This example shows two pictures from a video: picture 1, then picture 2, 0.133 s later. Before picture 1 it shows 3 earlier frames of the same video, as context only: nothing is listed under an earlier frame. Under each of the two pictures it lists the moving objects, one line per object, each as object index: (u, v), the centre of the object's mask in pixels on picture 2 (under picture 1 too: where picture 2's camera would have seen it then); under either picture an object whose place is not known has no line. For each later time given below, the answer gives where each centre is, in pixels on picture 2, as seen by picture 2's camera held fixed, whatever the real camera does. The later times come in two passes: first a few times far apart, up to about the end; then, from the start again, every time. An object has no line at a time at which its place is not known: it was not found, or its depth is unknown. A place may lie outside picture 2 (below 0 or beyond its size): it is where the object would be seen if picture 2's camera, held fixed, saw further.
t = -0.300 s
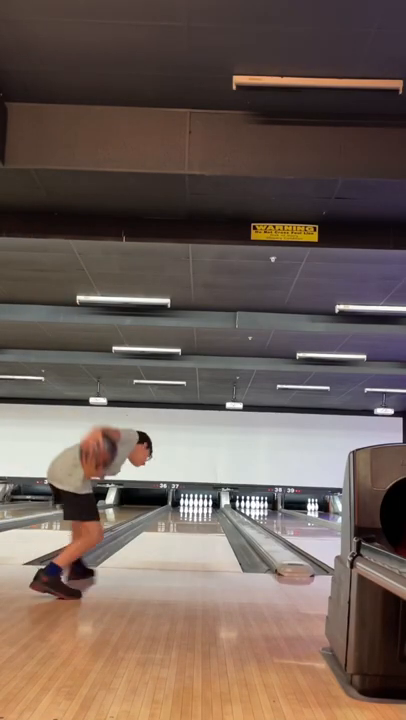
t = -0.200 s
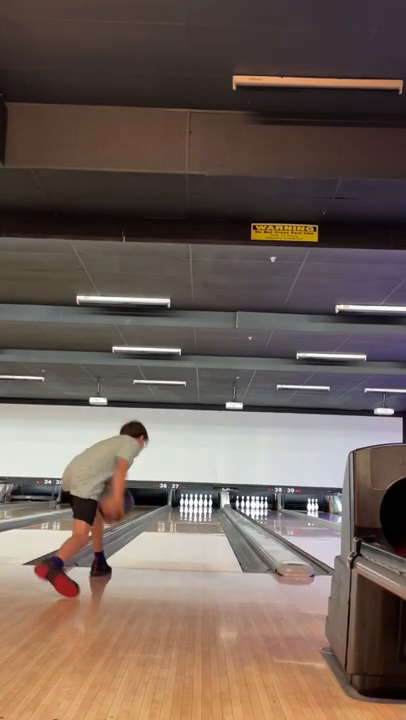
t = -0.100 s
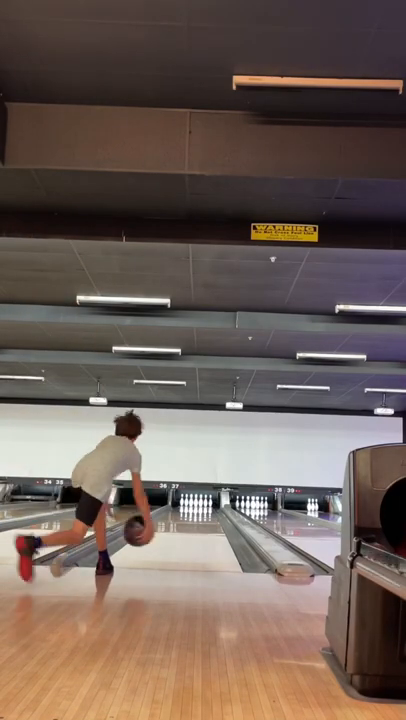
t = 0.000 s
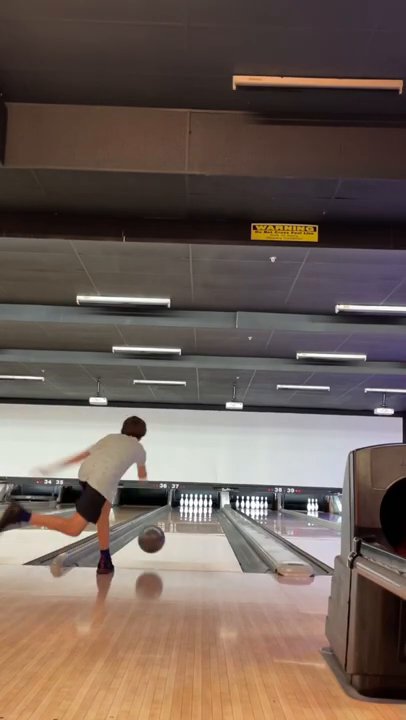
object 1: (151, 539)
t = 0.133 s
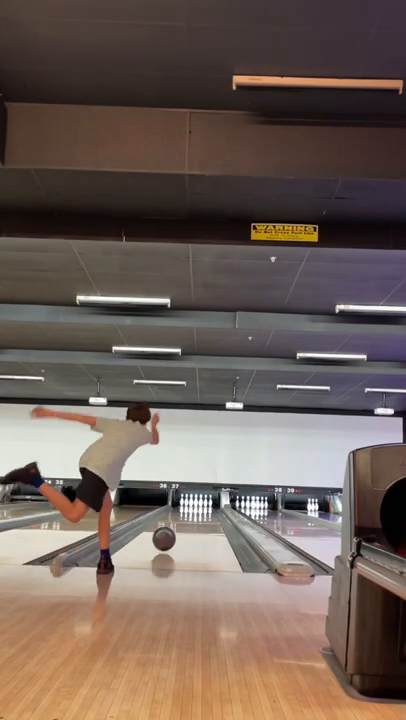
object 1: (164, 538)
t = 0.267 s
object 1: (173, 533)
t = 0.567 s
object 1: (188, 524)
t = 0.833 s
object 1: (196, 518)
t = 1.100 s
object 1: (202, 514)
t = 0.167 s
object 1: (166, 538)
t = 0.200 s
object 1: (169, 536)
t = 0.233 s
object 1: (171, 535)
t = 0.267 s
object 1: (173, 533)
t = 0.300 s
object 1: (175, 532)
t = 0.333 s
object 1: (177, 530)
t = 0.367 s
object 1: (179, 529)
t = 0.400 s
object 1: (181, 528)
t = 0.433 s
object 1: (182, 527)
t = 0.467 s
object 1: (184, 526)
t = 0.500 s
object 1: (185, 525)
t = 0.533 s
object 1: (186, 524)
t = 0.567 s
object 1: (188, 524)
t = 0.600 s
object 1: (189, 523)
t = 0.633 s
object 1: (190, 522)
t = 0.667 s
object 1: (191, 521)
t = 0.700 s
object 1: (192, 520)
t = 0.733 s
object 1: (193, 520)
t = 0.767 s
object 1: (194, 519)
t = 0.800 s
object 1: (195, 519)
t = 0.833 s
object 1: (196, 518)
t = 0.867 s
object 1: (197, 517)
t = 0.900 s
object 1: (197, 517)
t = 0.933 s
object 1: (198, 517)
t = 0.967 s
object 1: (199, 516)
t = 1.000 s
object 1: (200, 515)
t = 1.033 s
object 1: (201, 515)
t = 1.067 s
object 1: (201, 514)
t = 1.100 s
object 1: (202, 514)
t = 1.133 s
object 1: (203, 514)
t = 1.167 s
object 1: (202, 513)
